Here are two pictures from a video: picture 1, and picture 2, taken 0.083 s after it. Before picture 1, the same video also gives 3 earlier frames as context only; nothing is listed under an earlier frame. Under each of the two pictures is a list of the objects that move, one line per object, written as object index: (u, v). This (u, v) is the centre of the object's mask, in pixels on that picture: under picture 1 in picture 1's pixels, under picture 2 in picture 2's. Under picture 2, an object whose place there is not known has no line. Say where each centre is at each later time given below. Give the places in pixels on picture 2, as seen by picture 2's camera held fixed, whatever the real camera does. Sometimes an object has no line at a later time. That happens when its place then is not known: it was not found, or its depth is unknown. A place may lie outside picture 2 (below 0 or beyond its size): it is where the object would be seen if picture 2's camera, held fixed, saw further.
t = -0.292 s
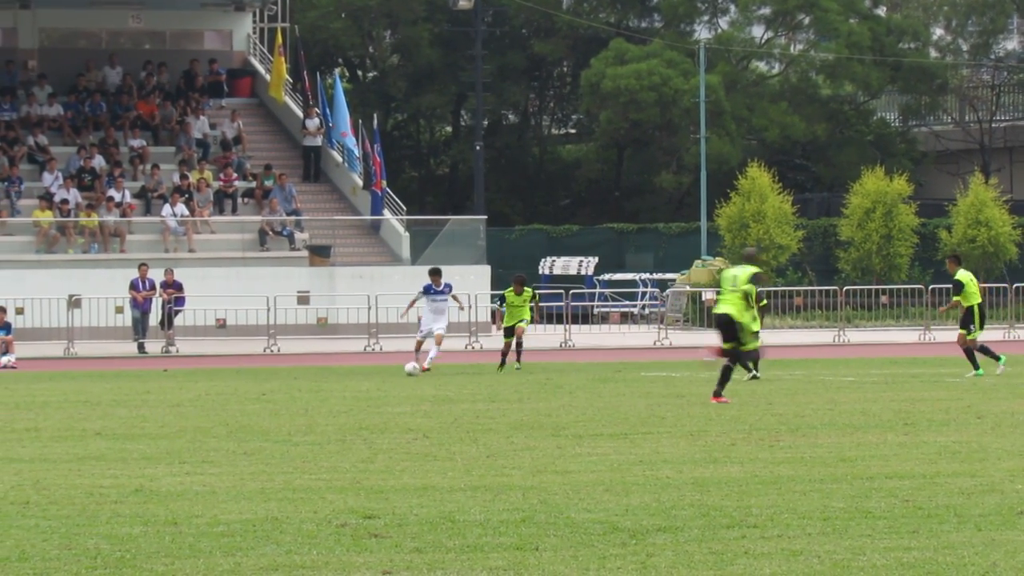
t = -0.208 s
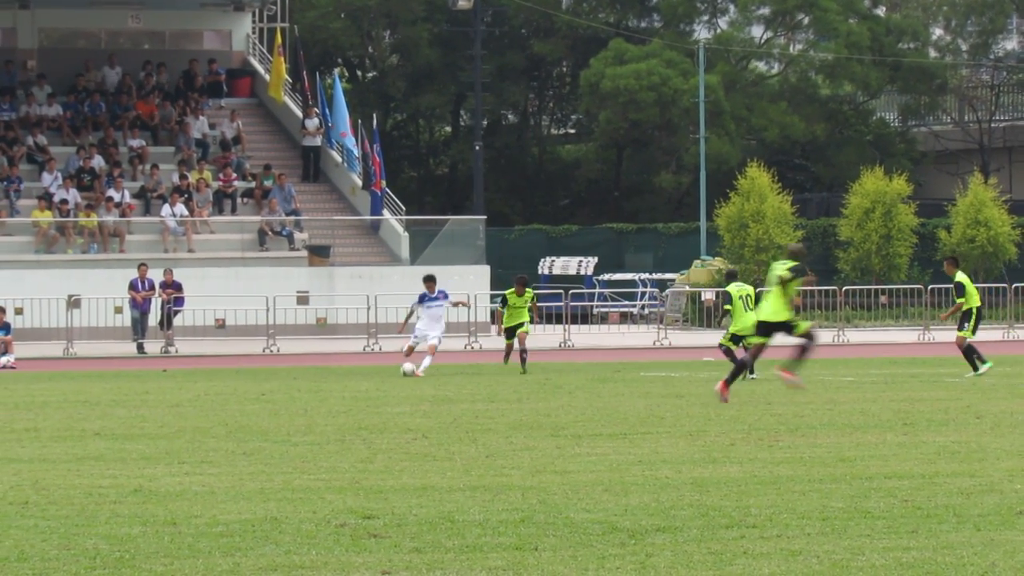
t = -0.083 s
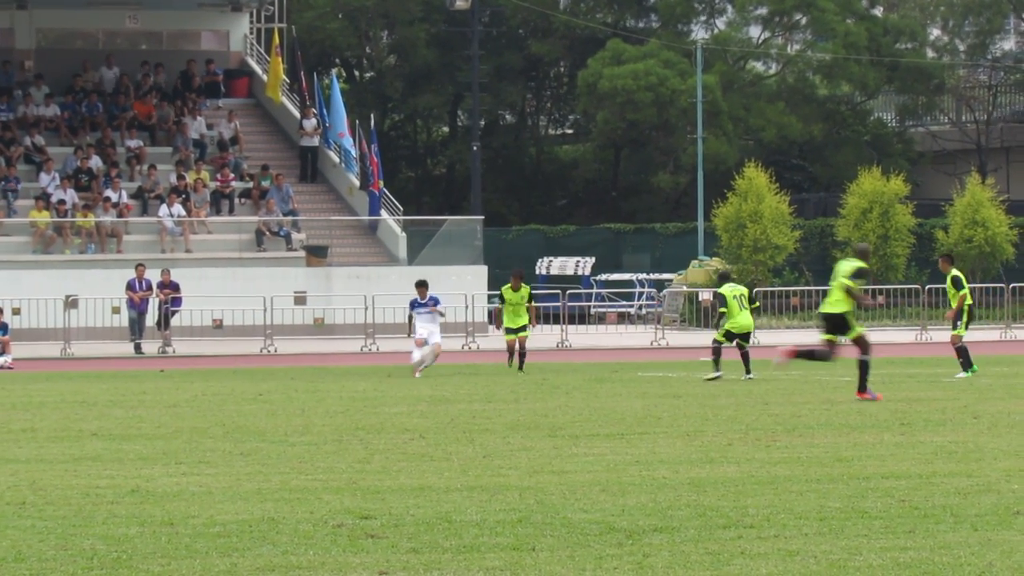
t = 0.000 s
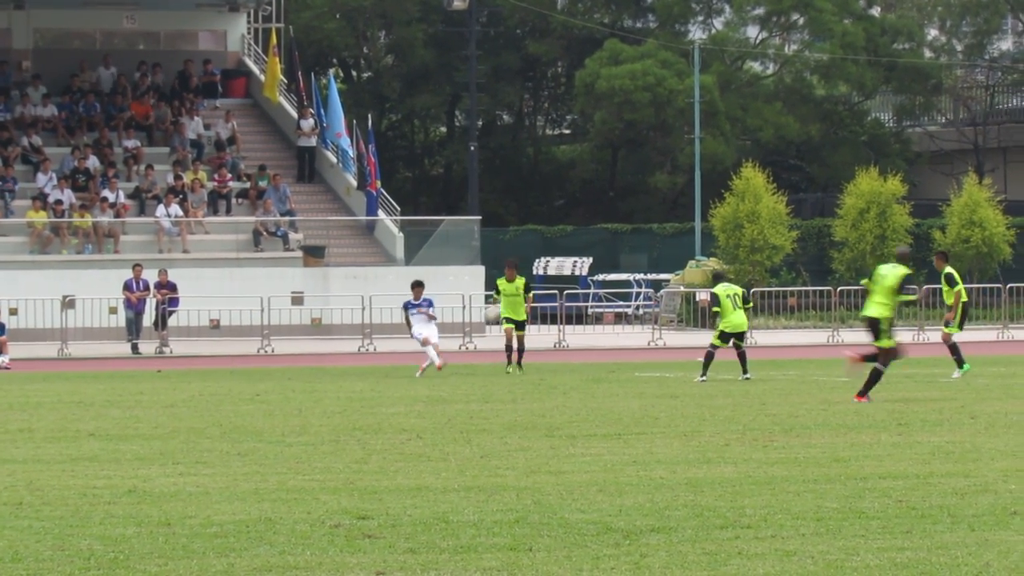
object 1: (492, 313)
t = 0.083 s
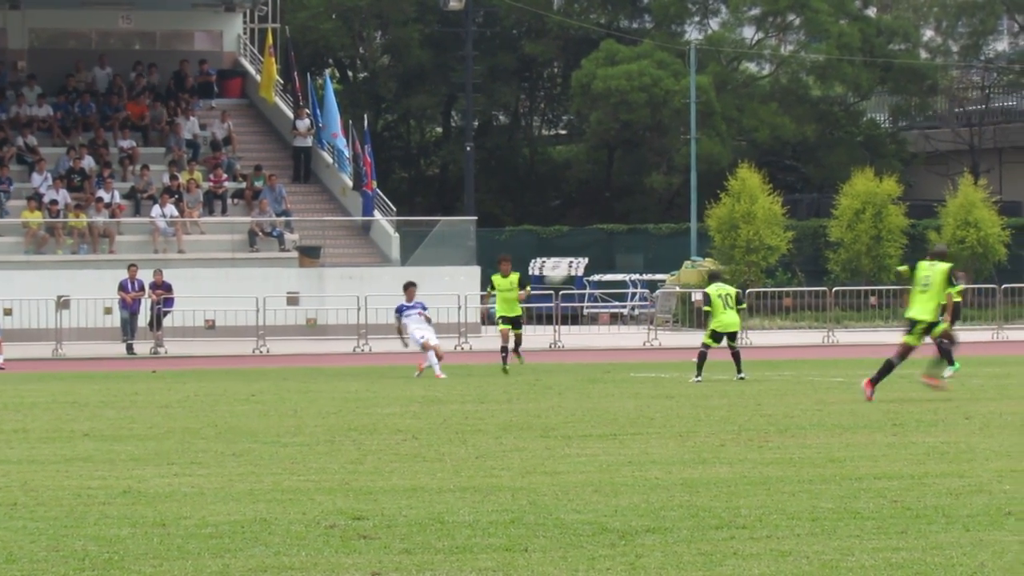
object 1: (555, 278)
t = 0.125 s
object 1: (595, 256)
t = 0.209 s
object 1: (659, 223)
